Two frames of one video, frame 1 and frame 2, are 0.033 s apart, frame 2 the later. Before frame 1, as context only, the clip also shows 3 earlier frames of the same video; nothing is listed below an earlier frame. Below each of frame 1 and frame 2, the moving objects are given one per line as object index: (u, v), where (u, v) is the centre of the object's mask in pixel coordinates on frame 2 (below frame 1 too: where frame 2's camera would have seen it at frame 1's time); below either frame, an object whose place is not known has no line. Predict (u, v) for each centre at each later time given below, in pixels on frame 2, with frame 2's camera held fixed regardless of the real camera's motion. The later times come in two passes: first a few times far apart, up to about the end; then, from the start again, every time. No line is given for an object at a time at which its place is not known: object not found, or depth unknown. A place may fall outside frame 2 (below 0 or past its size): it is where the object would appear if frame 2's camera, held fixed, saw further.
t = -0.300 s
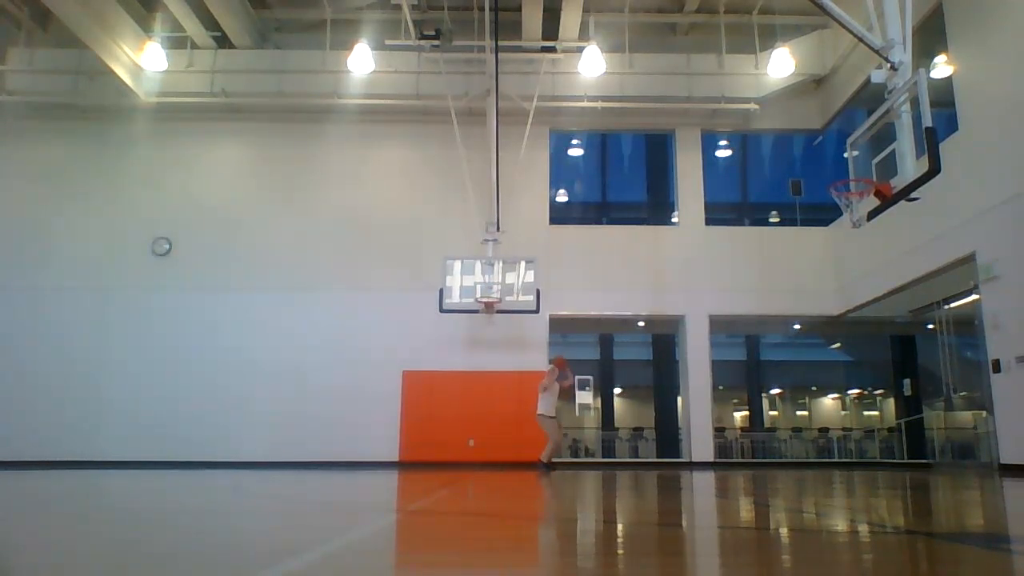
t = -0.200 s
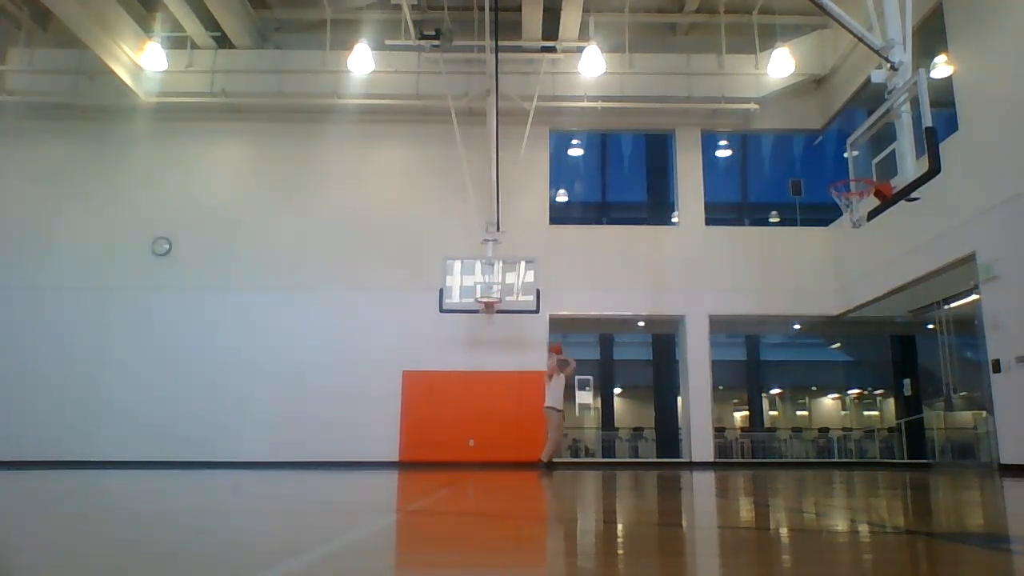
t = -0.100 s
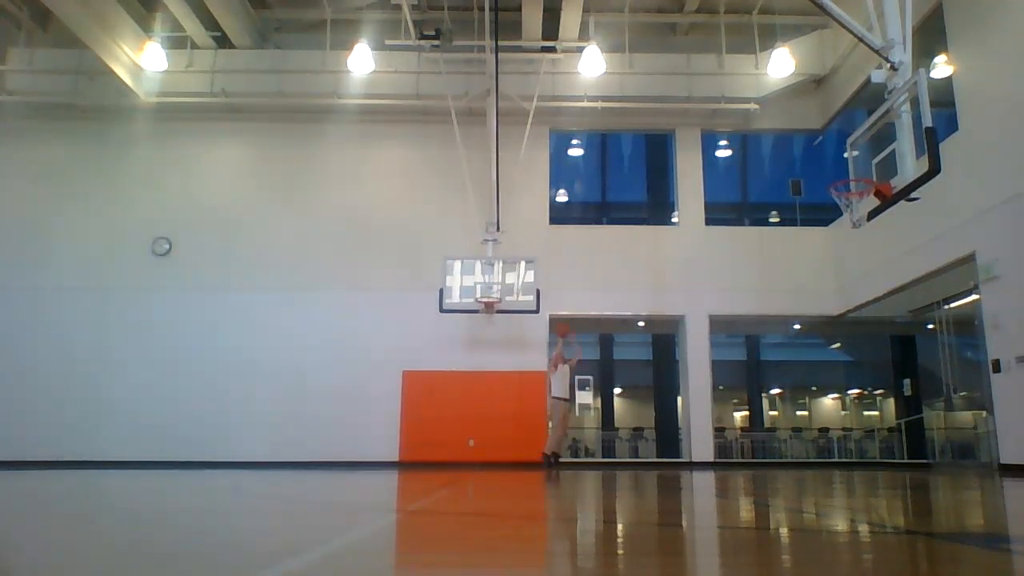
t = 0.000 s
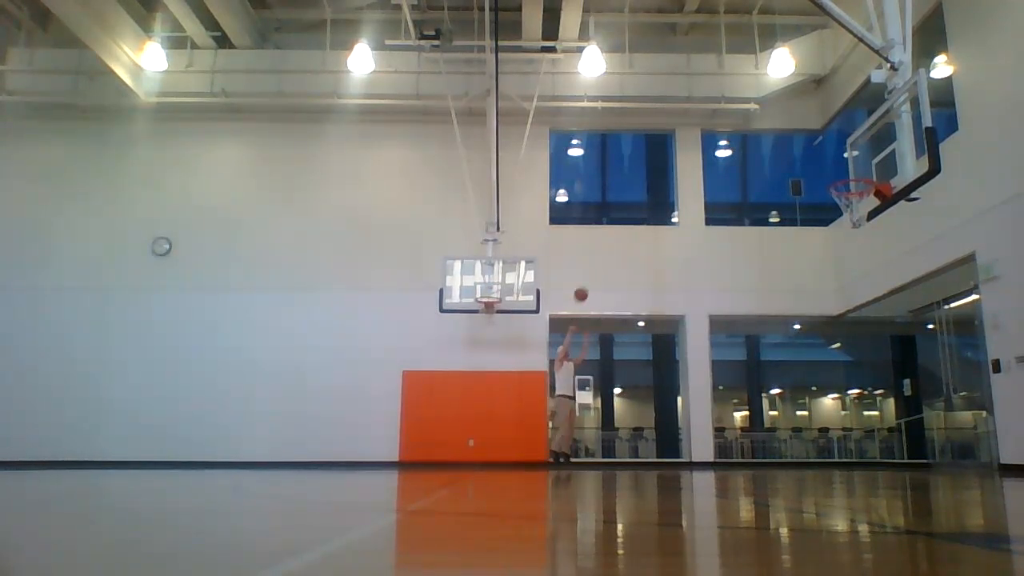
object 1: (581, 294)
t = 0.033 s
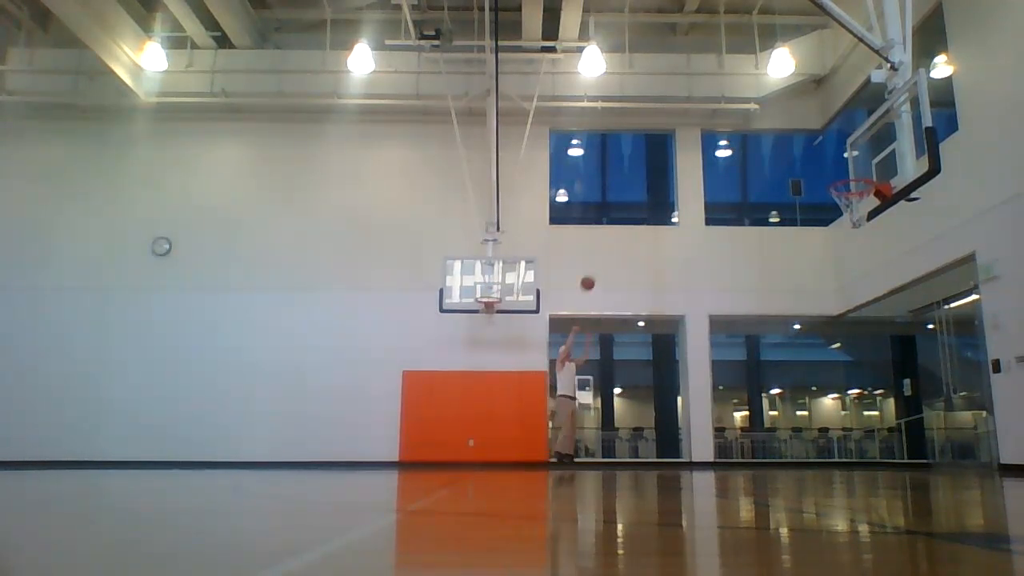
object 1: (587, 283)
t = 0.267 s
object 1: (639, 215)
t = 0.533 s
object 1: (709, 168)
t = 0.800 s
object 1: (802, 163)
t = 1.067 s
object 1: (877, 153)
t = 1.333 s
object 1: (816, 158)
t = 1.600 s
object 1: (759, 223)
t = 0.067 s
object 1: (594, 272)
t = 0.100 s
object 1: (601, 262)
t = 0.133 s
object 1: (608, 251)
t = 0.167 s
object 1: (615, 241)
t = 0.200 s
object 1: (623, 232)
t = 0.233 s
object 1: (631, 222)
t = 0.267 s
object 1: (639, 215)
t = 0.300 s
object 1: (647, 207)
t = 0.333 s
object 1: (655, 200)
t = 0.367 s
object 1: (662, 193)
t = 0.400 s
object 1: (671, 187)
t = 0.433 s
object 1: (681, 181)
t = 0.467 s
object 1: (690, 176)
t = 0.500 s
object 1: (700, 172)
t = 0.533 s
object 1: (709, 168)
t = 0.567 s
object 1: (720, 165)
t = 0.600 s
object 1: (731, 162)
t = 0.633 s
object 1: (741, 160)
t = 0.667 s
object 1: (752, 159)
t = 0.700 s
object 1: (764, 158)
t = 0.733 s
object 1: (776, 159)
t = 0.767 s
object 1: (789, 160)
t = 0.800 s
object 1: (802, 163)
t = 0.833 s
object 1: (816, 166)
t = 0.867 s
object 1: (830, 171)
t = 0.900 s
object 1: (843, 174)
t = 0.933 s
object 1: (856, 172)
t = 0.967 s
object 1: (864, 167)
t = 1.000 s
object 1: (874, 162)
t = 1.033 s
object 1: (884, 157)
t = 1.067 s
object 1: (877, 153)
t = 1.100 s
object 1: (869, 151)
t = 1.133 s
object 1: (862, 149)
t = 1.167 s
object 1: (854, 148)
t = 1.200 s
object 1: (846, 148)
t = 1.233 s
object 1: (838, 149)
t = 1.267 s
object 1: (831, 151)
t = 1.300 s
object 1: (824, 153)
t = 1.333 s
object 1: (816, 158)
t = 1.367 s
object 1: (809, 162)
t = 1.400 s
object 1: (802, 167)
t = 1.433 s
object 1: (795, 174)
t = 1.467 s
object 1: (788, 183)
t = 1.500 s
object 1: (781, 191)
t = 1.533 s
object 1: (774, 201)
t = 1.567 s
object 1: (767, 212)
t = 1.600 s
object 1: (759, 223)
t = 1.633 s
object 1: (752, 237)
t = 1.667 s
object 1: (745, 251)
